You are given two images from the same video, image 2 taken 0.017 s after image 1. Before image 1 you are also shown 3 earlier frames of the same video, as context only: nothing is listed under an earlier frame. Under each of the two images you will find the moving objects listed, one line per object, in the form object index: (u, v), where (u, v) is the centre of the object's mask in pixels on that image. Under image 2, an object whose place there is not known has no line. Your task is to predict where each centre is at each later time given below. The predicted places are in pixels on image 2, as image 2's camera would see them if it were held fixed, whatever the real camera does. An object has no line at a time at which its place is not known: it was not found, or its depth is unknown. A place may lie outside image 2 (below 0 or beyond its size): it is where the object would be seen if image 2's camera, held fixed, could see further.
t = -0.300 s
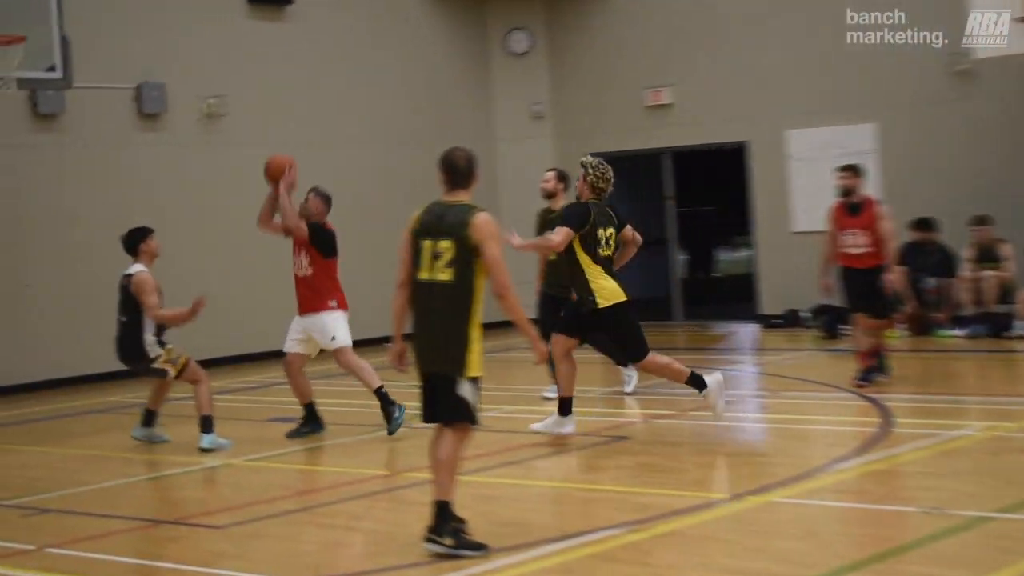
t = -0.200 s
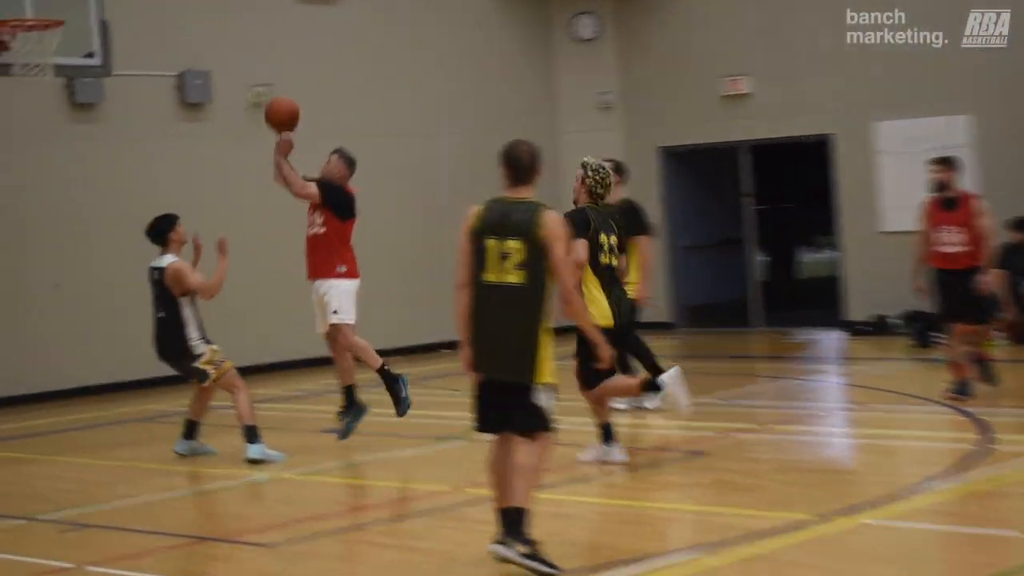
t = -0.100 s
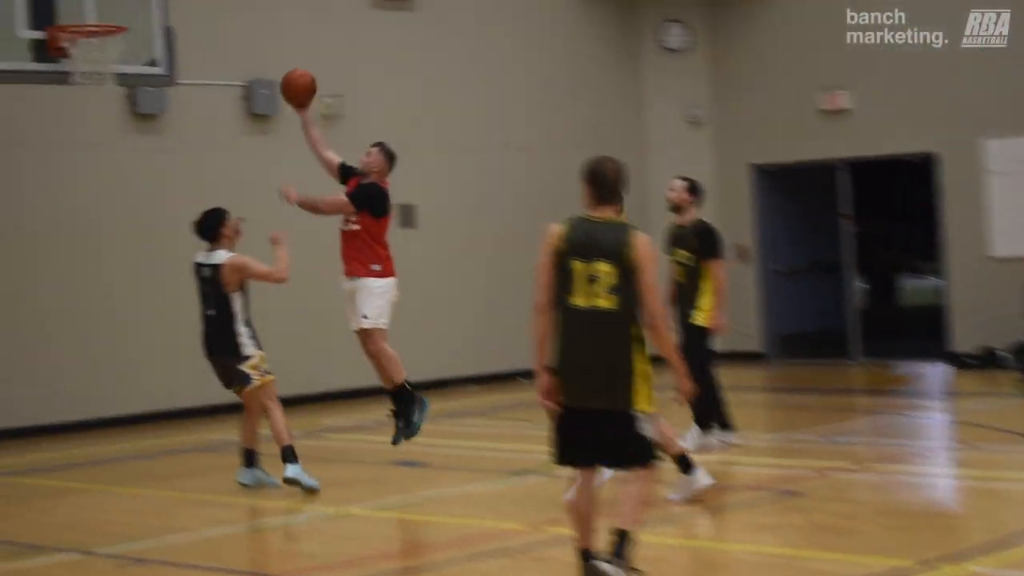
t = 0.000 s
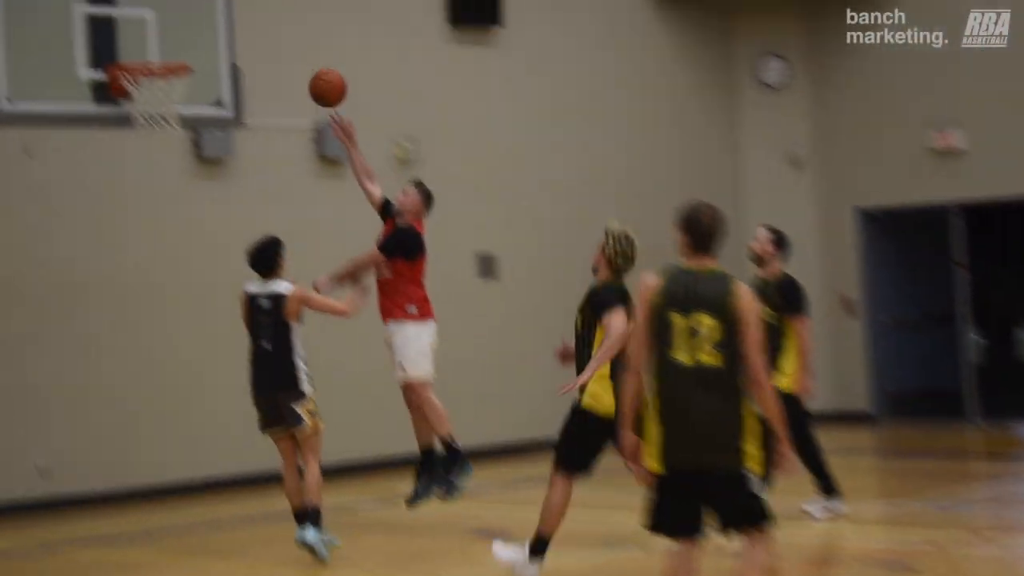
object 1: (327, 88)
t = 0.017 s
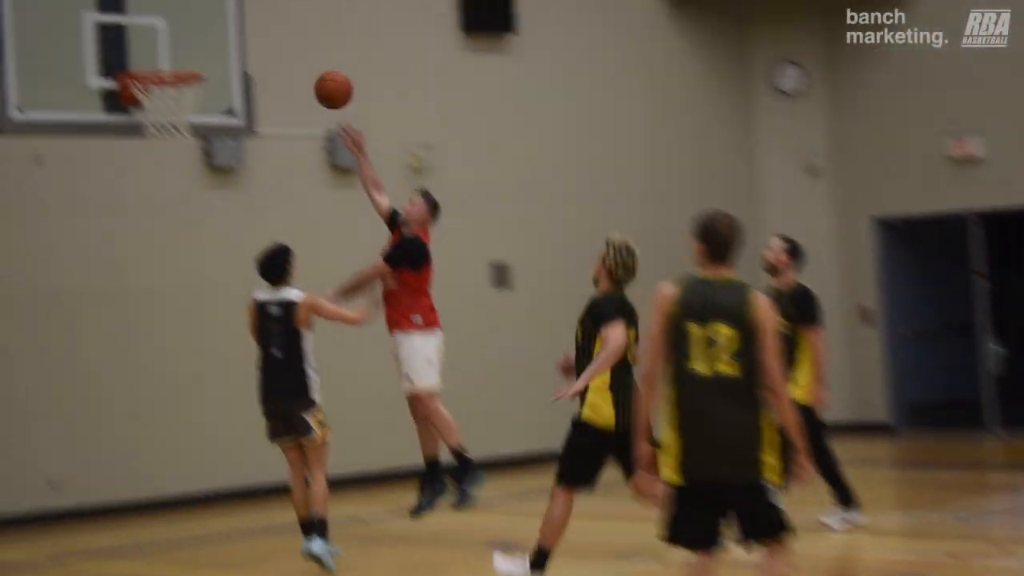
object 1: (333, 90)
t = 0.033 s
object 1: (326, 82)
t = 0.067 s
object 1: (312, 72)
